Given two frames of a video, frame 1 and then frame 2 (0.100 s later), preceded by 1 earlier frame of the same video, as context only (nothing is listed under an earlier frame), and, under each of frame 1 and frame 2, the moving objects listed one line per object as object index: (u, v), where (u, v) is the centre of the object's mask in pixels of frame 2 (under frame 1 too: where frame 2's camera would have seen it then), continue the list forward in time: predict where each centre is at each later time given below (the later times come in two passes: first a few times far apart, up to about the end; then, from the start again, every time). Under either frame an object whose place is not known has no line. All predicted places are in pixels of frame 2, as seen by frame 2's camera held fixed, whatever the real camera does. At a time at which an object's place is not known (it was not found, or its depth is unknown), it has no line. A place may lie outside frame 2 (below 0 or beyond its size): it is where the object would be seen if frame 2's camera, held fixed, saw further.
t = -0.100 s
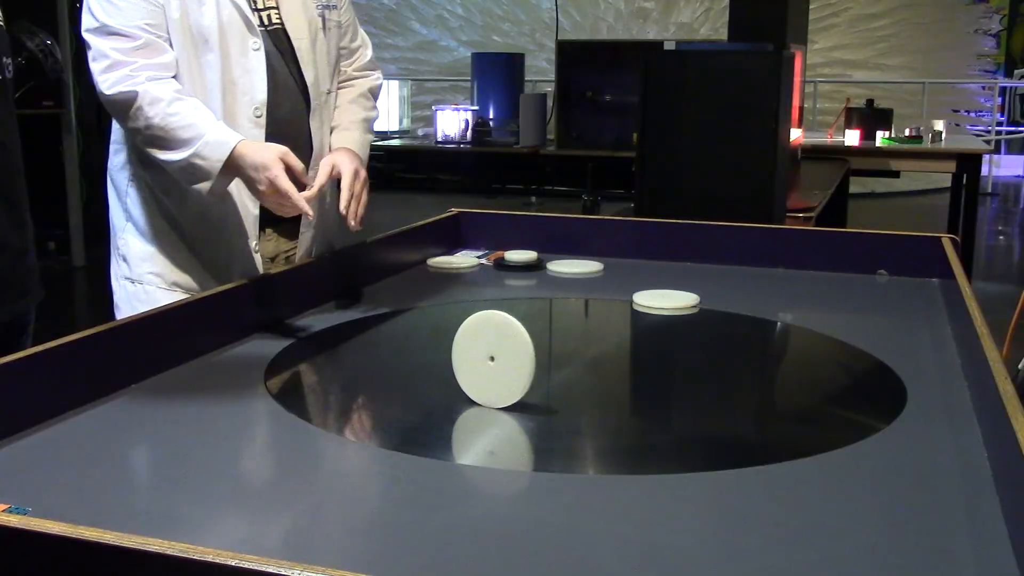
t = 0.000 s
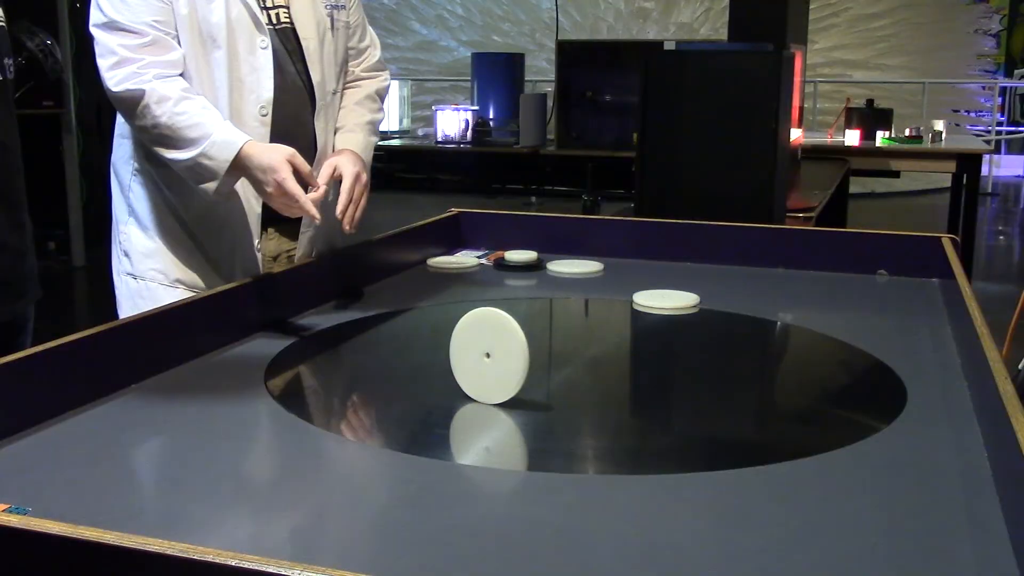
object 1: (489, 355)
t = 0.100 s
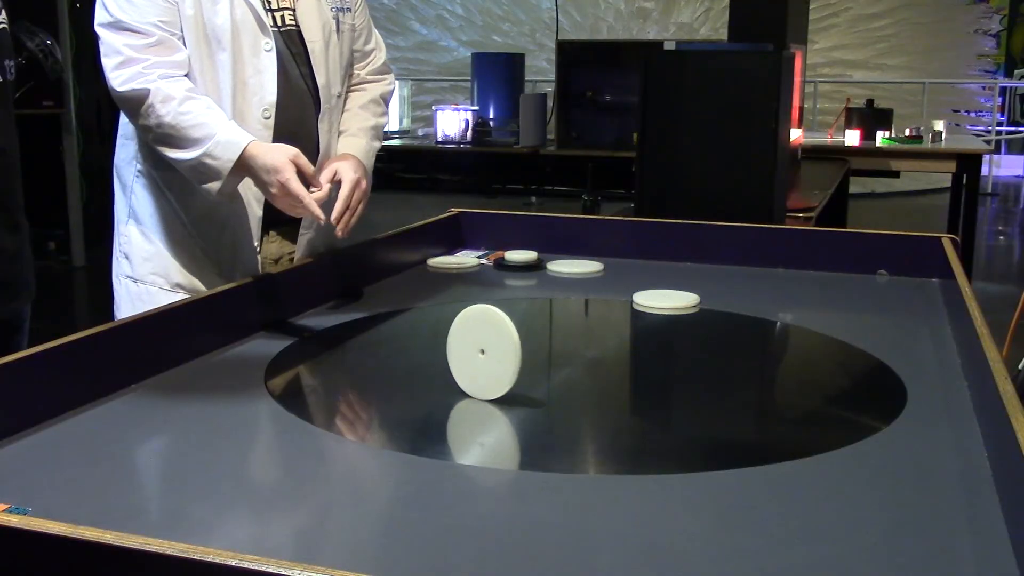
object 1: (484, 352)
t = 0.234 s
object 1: (476, 347)
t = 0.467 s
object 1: (460, 338)
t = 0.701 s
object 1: (444, 330)
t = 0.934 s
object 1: (429, 324)
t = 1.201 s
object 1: (417, 318)
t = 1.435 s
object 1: (414, 315)
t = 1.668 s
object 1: (419, 312)
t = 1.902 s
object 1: (434, 309)
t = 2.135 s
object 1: (456, 306)
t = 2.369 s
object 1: (483, 302)
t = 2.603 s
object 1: (511, 298)
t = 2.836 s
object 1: (539, 294)
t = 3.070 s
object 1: (561, 291)
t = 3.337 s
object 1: (581, 288)
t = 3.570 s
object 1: (595, 288)
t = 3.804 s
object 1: (607, 289)
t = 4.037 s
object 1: (622, 292)
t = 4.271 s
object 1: (641, 296)
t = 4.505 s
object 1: (664, 302)
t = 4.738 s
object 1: (691, 308)
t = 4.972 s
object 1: (716, 314)
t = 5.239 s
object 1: (739, 319)
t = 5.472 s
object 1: (752, 323)
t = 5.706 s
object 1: (755, 326)
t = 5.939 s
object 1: (748, 330)
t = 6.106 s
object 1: (738, 332)
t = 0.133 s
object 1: (482, 351)
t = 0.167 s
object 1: (480, 349)
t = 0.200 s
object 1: (478, 348)
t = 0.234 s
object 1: (476, 347)
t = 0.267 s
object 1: (474, 346)
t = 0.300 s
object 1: (472, 345)
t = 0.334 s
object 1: (470, 343)
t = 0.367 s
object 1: (467, 342)
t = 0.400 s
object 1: (465, 341)
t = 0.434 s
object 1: (463, 340)
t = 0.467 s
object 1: (460, 338)
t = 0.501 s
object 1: (458, 337)
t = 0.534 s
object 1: (456, 336)
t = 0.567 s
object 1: (453, 335)
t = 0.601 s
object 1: (451, 334)
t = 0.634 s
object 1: (448, 333)
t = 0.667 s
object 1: (446, 332)
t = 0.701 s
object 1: (444, 330)
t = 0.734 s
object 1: (441, 329)
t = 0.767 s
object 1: (439, 328)
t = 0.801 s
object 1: (437, 327)
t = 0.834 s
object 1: (435, 327)
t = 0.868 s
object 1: (433, 326)
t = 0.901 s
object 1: (431, 325)
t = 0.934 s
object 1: (429, 324)
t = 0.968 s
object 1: (427, 323)
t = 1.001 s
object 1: (425, 322)
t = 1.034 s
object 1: (424, 321)
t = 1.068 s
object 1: (422, 321)
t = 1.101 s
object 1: (421, 320)
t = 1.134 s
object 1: (419, 319)
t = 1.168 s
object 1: (418, 319)
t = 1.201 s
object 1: (417, 318)
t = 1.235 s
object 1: (416, 318)
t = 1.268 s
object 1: (415, 317)
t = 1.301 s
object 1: (415, 317)
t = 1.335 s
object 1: (414, 316)
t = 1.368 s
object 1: (414, 316)
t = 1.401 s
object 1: (414, 315)
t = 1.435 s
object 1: (414, 315)
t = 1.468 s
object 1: (414, 314)
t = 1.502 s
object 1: (415, 314)
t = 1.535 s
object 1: (415, 313)
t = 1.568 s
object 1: (416, 313)
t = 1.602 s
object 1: (417, 313)
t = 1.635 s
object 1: (418, 312)
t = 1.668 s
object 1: (419, 312)
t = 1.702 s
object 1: (421, 311)
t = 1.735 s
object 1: (423, 311)
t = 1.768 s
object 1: (424, 311)
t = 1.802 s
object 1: (426, 310)
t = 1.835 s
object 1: (429, 310)
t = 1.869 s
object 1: (431, 310)
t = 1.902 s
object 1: (434, 309)
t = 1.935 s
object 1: (436, 309)
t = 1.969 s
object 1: (439, 308)
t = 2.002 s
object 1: (442, 308)
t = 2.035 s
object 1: (445, 307)
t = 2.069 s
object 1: (449, 307)
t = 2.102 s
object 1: (452, 306)
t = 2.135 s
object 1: (456, 306)
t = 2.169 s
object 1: (459, 305)
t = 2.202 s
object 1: (463, 305)
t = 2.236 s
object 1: (467, 304)
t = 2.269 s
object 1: (471, 304)
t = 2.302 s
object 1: (475, 303)
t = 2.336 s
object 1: (479, 303)
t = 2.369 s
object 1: (483, 302)
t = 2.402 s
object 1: (487, 301)
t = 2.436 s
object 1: (491, 301)
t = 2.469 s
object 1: (495, 300)
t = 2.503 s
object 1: (499, 300)
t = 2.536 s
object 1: (503, 299)
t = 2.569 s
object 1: (507, 298)
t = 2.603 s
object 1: (511, 298)
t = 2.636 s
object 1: (515, 297)
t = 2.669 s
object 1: (519, 297)
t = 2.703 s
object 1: (523, 296)
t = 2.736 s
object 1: (527, 295)
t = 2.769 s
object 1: (531, 295)
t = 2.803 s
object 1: (535, 294)
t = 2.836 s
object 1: (539, 294)
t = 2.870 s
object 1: (542, 294)
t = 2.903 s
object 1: (546, 293)
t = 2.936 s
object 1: (549, 292)
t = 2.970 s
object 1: (552, 292)
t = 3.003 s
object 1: (555, 291)
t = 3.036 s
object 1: (558, 291)
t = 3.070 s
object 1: (561, 291)
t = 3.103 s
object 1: (564, 290)
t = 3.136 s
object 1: (567, 290)
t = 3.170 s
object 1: (570, 290)
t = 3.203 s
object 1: (572, 289)
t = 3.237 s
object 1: (575, 289)
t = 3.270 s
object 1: (577, 289)
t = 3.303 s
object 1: (579, 288)
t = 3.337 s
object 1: (581, 288)
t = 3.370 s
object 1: (584, 288)
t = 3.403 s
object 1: (585, 288)
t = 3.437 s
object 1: (587, 288)
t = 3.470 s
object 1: (589, 288)
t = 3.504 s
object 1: (591, 288)
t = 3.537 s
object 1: (593, 288)
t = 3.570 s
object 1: (595, 288)
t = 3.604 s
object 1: (597, 288)
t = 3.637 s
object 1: (598, 288)
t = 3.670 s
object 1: (600, 288)
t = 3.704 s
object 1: (602, 288)
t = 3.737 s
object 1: (604, 288)
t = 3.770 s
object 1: (606, 289)
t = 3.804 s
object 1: (607, 289)
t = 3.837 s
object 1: (609, 289)
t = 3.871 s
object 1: (611, 289)
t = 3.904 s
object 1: (613, 290)
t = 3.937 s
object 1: (615, 290)
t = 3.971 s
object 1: (618, 291)
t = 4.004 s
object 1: (620, 291)
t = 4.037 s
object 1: (622, 292)
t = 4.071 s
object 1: (625, 292)
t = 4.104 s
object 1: (627, 293)
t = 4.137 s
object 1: (630, 293)
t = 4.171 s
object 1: (632, 294)
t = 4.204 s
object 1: (635, 295)
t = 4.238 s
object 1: (638, 295)
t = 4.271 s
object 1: (641, 296)
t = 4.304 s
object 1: (644, 297)
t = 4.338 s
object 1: (647, 298)
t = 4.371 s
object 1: (650, 298)
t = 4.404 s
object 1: (654, 299)
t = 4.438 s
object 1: (657, 300)
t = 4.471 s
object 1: (661, 301)
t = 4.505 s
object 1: (664, 302)
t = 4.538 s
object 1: (668, 303)
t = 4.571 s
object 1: (672, 303)
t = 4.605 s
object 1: (676, 304)
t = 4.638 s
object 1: (679, 305)
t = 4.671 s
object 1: (683, 306)
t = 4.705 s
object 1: (687, 307)
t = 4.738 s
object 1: (691, 308)
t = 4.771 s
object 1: (694, 309)
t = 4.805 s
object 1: (698, 309)
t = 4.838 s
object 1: (702, 310)
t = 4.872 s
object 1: (705, 311)
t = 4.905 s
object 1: (709, 312)
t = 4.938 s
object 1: (712, 313)
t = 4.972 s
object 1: (716, 314)
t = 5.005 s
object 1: (719, 314)
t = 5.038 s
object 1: (722, 315)
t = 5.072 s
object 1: (725, 316)
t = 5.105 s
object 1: (728, 317)
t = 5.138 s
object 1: (731, 317)
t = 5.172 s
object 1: (734, 318)
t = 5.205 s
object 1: (737, 319)
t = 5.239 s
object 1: (739, 319)
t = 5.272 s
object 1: (742, 320)
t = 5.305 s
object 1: (744, 320)
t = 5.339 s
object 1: (746, 321)
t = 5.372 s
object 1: (748, 321)
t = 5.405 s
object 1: (749, 322)
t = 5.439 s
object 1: (751, 322)
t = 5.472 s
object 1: (752, 323)
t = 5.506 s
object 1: (753, 323)
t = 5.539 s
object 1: (754, 324)
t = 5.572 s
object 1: (755, 324)
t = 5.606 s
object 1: (755, 325)
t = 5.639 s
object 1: (755, 325)
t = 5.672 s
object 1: (755, 325)
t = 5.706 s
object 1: (755, 326)
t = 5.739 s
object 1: (755, 327)
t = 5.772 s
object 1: (755, 327)
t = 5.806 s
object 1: (754, 327)
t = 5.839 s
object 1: (753, 327)
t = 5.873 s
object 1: (752, 328)
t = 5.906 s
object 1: (750, 329)
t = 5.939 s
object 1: (748, 330)
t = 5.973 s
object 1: (746, 330)
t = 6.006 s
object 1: (745, 330)
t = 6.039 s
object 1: (742, 331)
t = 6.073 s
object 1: (740, 332)
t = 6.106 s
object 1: (738, 332)
